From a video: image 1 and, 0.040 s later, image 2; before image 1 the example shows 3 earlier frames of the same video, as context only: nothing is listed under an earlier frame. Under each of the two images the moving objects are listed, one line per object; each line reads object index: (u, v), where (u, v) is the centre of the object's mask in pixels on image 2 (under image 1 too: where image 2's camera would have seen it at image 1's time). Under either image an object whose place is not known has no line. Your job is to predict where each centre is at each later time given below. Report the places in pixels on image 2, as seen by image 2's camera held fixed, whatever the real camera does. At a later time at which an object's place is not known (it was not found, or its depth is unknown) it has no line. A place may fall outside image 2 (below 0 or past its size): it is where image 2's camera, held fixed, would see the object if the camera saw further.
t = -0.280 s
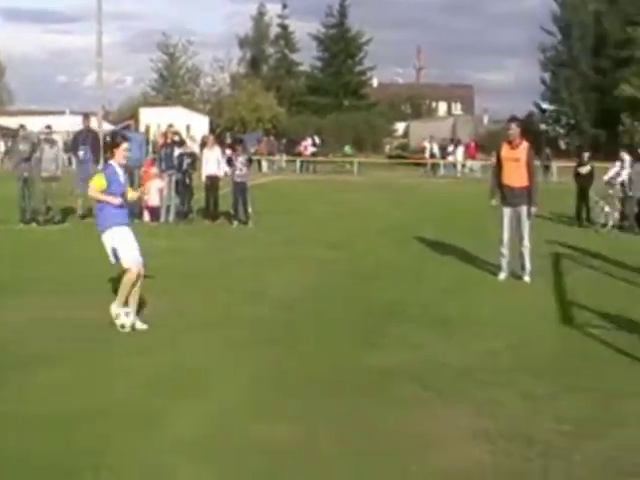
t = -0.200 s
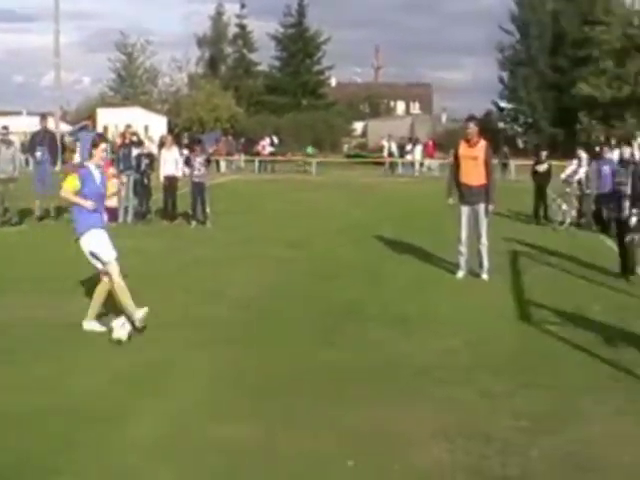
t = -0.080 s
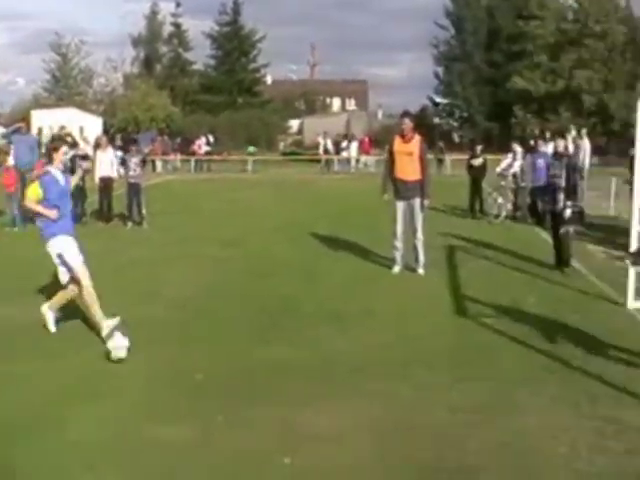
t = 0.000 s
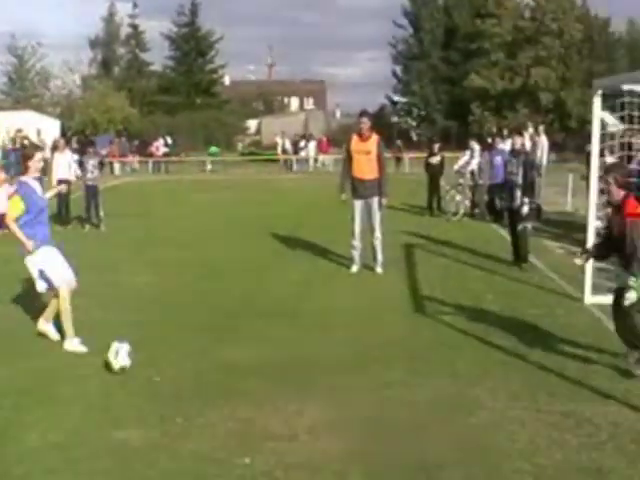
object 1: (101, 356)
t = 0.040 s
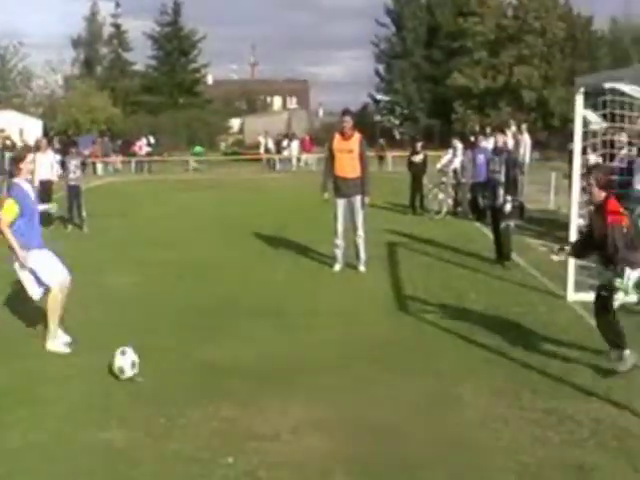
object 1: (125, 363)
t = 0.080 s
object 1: (149, 369)
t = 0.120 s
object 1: (172, 371)
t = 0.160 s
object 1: (196, 373)
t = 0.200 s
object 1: (222, 379)
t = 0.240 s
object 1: (248, 386)
